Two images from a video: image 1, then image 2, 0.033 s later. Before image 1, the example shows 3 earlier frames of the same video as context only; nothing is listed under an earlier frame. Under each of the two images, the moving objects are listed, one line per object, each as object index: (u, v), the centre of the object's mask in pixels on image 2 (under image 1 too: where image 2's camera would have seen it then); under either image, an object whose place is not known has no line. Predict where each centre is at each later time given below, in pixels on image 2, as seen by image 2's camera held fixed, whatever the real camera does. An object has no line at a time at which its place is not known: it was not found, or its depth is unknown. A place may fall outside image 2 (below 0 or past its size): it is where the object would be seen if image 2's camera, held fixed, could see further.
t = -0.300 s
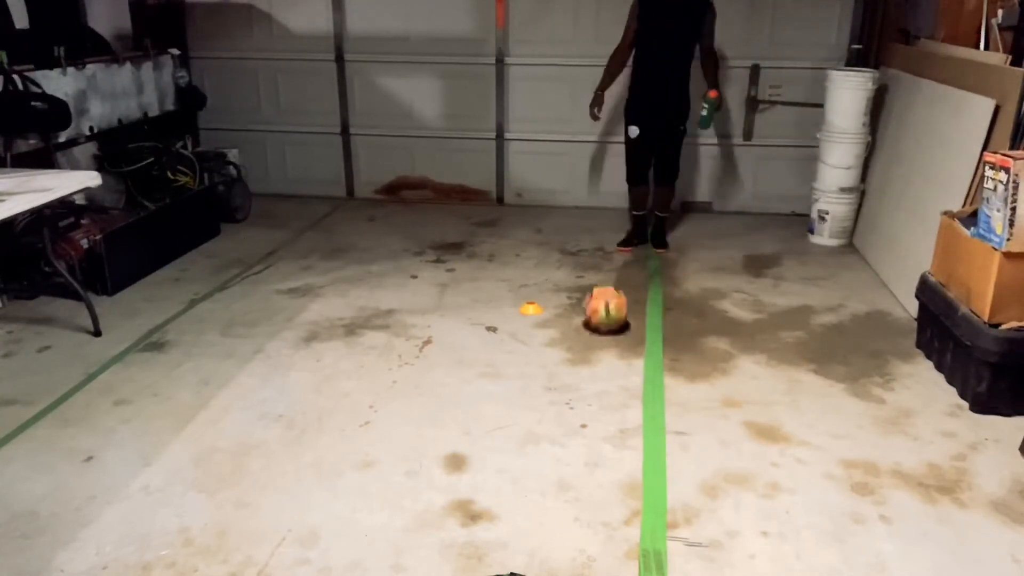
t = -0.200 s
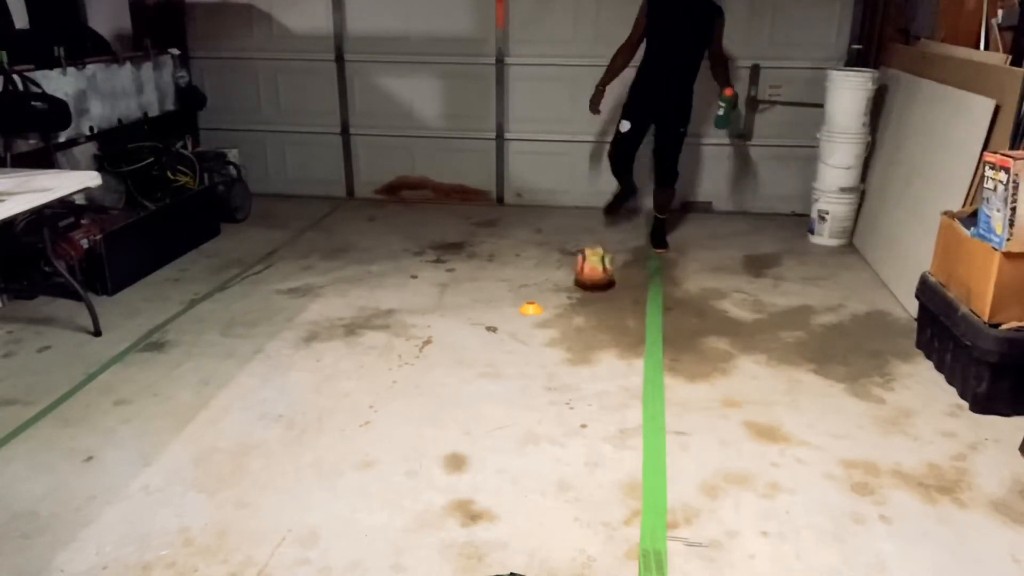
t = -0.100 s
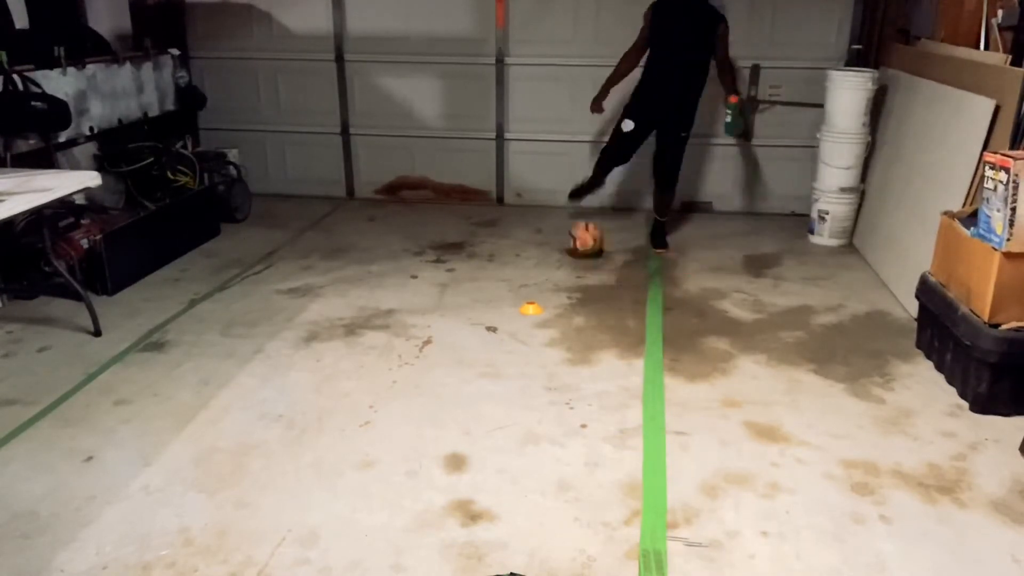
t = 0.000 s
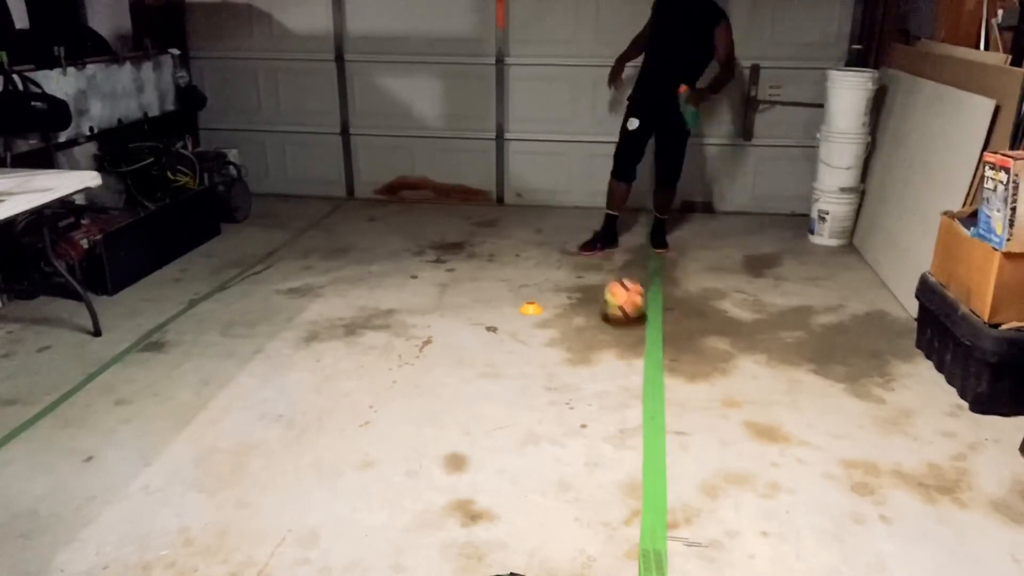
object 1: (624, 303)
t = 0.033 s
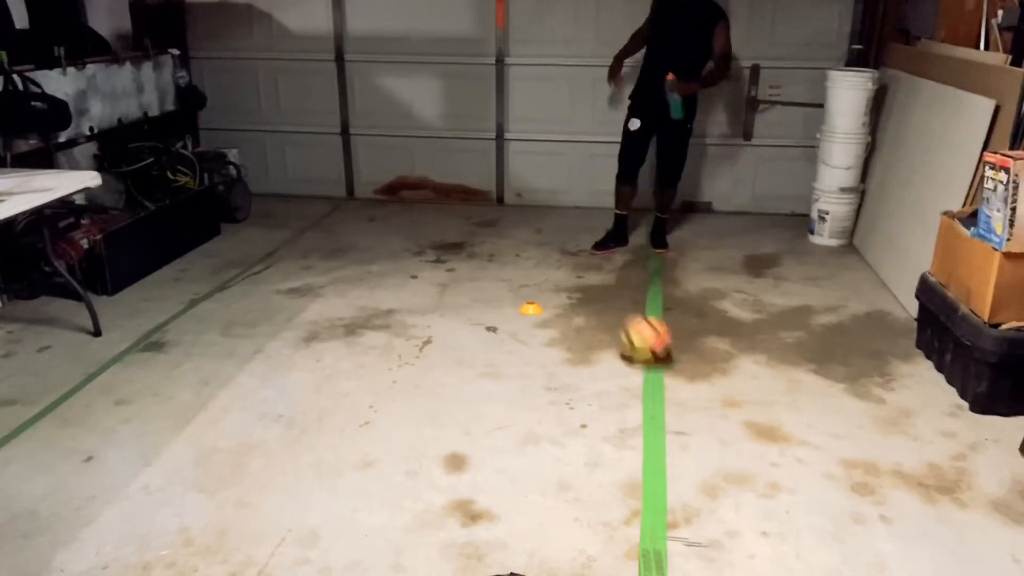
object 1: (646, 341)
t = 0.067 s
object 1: (672, 384)
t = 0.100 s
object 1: (707, 446)
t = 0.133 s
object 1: (746, 512)
